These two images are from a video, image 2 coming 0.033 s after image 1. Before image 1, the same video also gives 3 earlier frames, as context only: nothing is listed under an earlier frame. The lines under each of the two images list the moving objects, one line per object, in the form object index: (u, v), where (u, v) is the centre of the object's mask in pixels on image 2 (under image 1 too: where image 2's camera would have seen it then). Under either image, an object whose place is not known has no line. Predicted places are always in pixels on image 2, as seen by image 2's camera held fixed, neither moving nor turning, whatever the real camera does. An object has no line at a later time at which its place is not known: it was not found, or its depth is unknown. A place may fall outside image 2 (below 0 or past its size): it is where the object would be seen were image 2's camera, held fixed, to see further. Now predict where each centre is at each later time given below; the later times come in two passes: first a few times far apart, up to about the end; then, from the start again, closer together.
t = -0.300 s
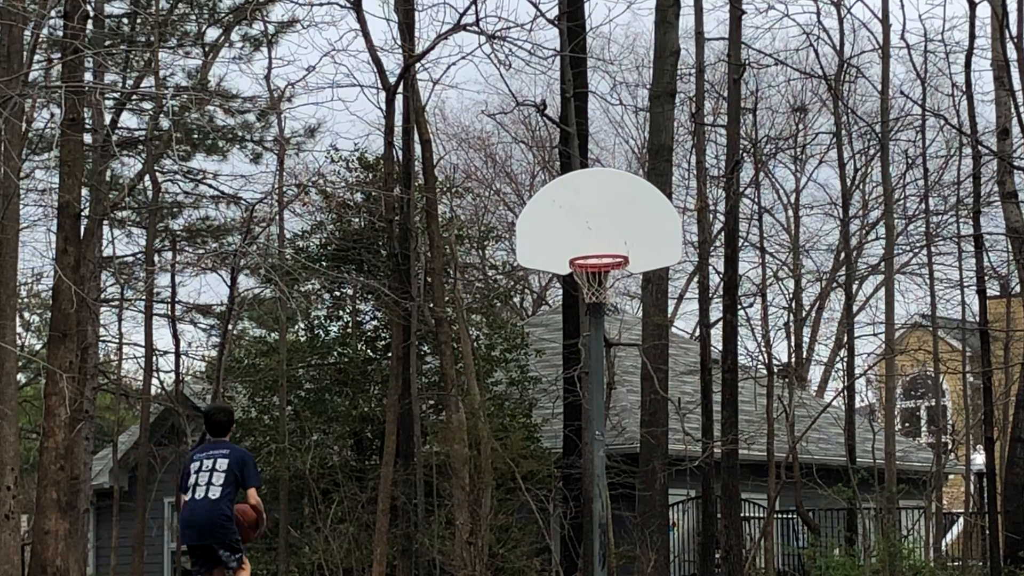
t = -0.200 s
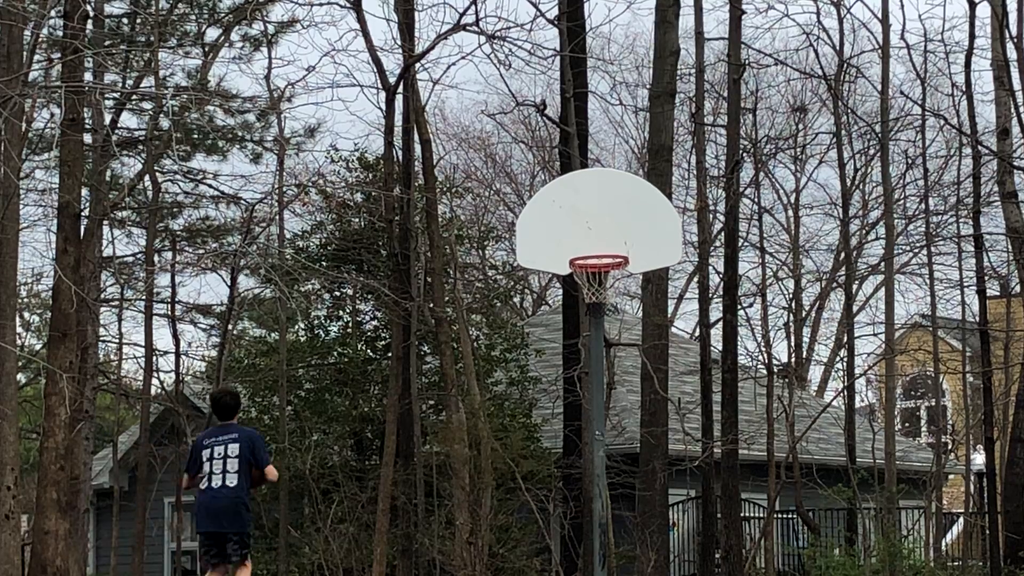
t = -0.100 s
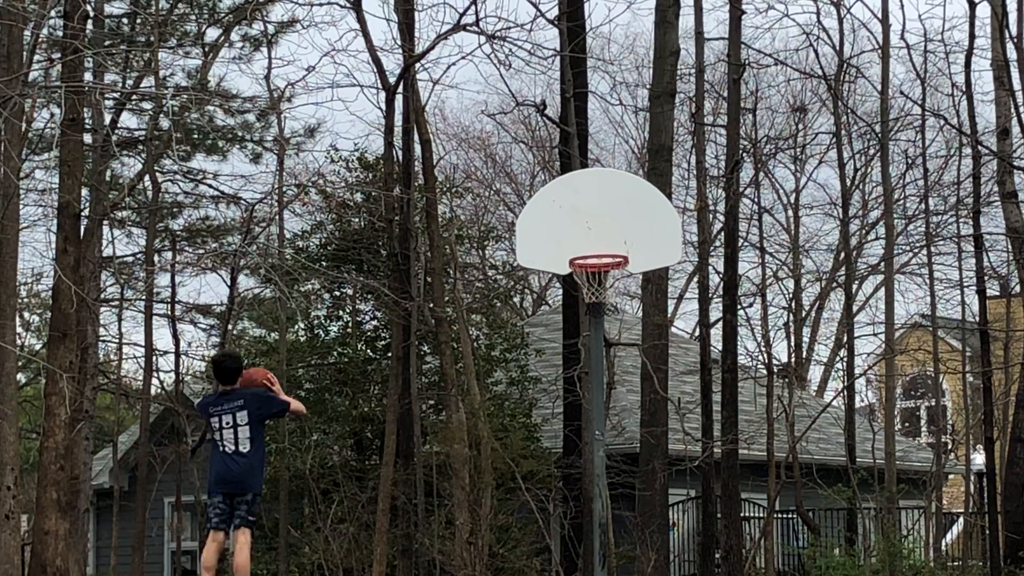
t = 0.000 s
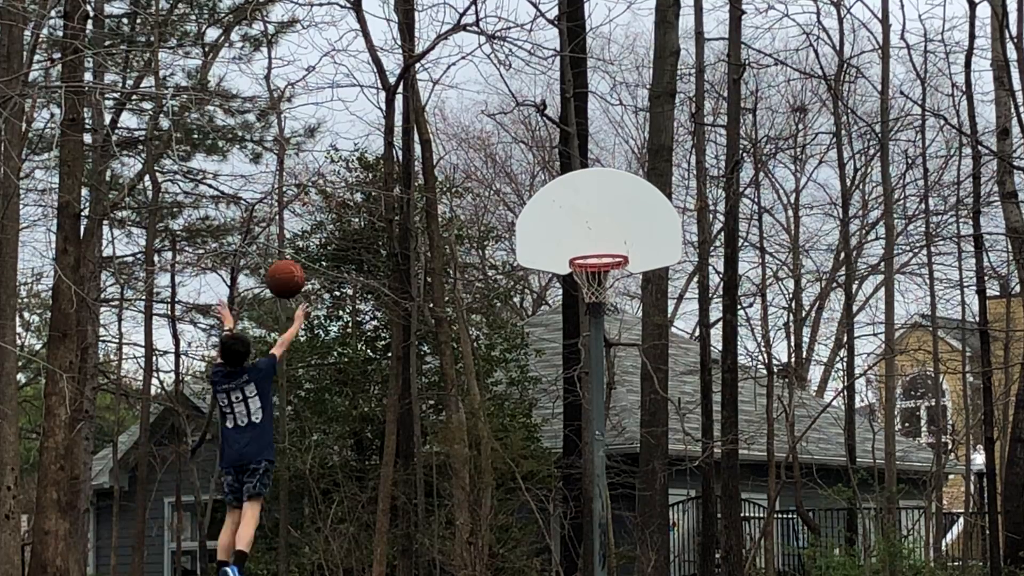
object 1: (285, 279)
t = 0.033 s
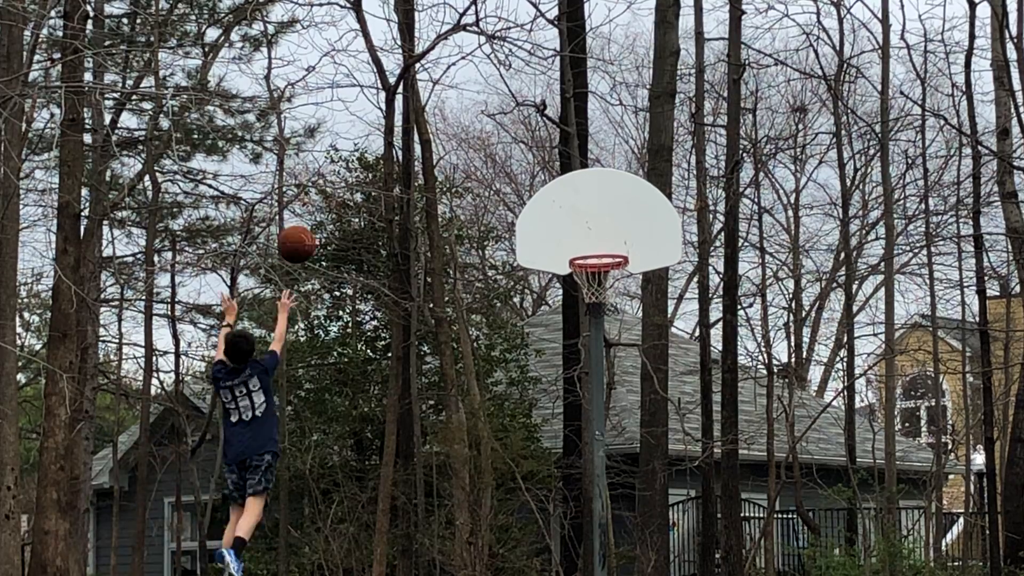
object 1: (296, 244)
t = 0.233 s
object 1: (359, 81)
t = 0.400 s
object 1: (406, 7)
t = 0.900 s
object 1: (526, 8)
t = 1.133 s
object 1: (576, 105)
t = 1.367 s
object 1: (622, 246)
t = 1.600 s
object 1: (662, 184)
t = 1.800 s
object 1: (699, 177)
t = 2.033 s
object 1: (746, 230)
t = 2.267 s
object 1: (799, 354)
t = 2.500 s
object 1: (857, 559)
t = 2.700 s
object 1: (884, 500)
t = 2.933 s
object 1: (906, 371)
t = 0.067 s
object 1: (307, 211)
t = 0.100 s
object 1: (317, 181)
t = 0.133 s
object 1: (328, 153)
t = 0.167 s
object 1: (339, 127)
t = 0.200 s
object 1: (349, 103)
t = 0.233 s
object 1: (359, 81)
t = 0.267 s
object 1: (368, 61)
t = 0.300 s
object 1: (378, 43)
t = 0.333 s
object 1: (388, 27)
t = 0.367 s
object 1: (396, 14)
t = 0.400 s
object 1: (406, 7)
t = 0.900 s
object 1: (526, 8)
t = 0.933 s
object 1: (533, 14)
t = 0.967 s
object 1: (541, 26)
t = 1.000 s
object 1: (548, 40)
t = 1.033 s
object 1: (555, 54)
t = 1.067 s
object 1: (562, 70)
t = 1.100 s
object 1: (569, 86)
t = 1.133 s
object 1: (576, 105)
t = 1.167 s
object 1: (583, 123)
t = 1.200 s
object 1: (589, 144)
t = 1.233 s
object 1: (596, 166)
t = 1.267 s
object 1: (602, 188)
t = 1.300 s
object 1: (609, 211)
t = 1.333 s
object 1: (616, 235)
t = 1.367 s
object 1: (622, 246)
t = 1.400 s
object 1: (629, 237)
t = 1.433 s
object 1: (634, 226)
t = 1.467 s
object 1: (640, 215)
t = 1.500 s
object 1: (645, 205)
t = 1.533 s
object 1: (651, 197)
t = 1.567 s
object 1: (657, 190)
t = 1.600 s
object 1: (662, 184)
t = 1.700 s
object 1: (681, 175)
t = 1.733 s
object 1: (686, 174)
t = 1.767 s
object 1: (693, 175)
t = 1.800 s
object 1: (699, 177)
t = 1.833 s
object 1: (705, 180)
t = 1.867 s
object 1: (712, 185)
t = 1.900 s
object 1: (718, 191)
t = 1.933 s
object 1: (725, 199)
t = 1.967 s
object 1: (732, 207)
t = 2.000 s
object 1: (739, 217)
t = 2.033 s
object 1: (746, 230)
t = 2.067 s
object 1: (753, 243)
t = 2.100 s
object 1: (761, 258)
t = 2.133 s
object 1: (768, 274)
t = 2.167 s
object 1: (776, 292)
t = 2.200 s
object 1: (783, 311)
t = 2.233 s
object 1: (791, 331)
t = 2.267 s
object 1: (799, 354)
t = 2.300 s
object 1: (807, 378)
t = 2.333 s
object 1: (815, 404)
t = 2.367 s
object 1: (823, 432)
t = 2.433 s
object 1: (840, 492)
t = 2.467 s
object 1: (849, 525)
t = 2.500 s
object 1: (857, 559)
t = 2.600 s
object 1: (875, 570)
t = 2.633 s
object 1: (878, 550)
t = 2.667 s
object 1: (881, 524)
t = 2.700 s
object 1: (884, 500)
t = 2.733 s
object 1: (886, 477)
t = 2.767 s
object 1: (890, 455)
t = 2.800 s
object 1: (892, 435)
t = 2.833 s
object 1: (896, 417)
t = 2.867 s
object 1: (899, 400)
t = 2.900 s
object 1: (902, 385)
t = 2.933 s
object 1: (906, 371)
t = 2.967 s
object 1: (909, 359)
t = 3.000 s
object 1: (913, 347)
